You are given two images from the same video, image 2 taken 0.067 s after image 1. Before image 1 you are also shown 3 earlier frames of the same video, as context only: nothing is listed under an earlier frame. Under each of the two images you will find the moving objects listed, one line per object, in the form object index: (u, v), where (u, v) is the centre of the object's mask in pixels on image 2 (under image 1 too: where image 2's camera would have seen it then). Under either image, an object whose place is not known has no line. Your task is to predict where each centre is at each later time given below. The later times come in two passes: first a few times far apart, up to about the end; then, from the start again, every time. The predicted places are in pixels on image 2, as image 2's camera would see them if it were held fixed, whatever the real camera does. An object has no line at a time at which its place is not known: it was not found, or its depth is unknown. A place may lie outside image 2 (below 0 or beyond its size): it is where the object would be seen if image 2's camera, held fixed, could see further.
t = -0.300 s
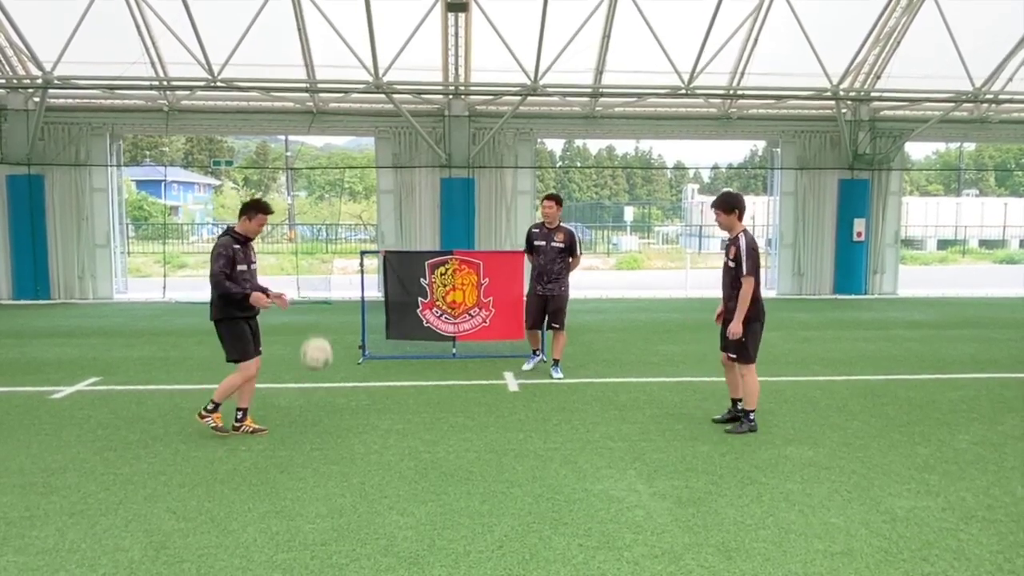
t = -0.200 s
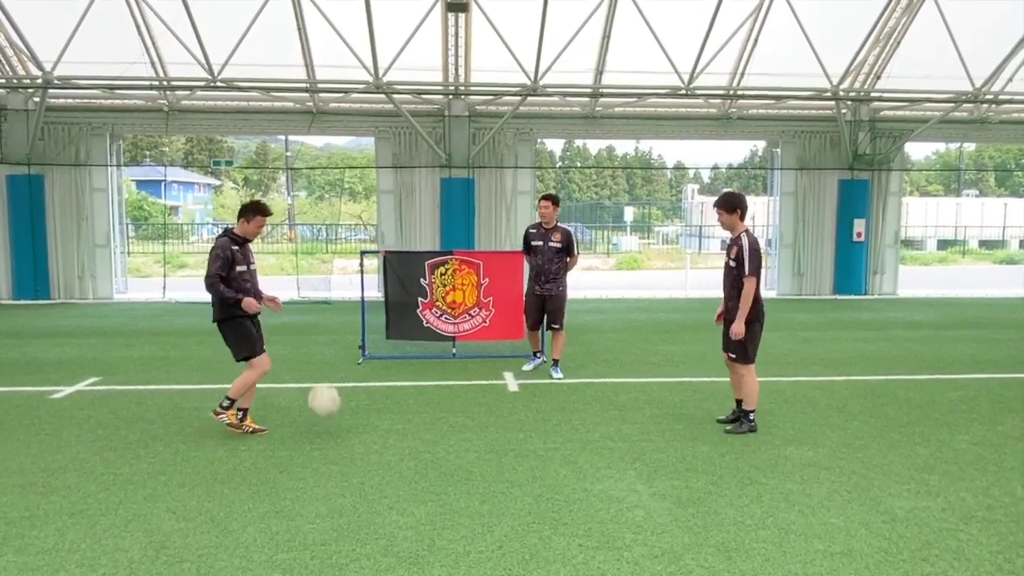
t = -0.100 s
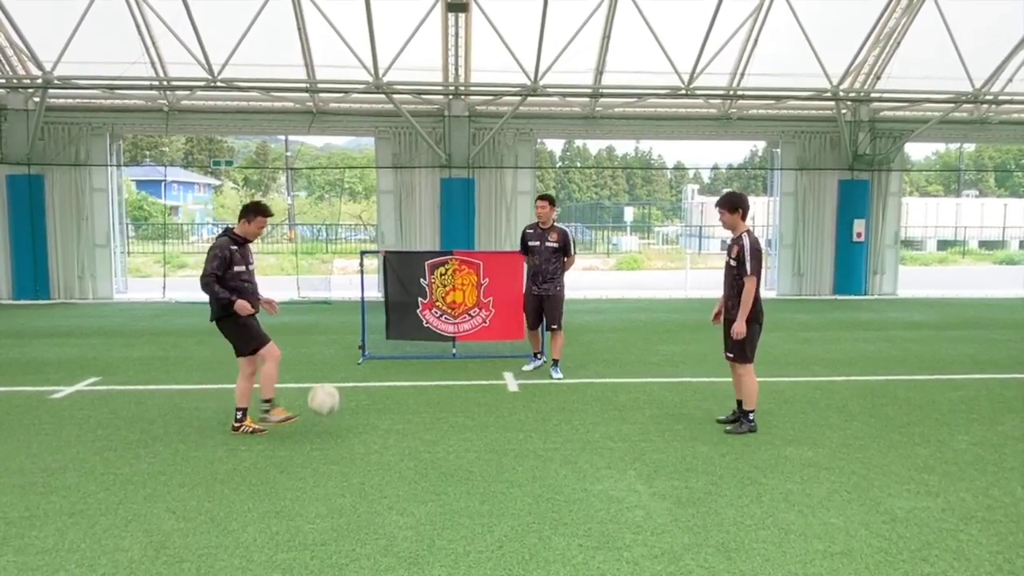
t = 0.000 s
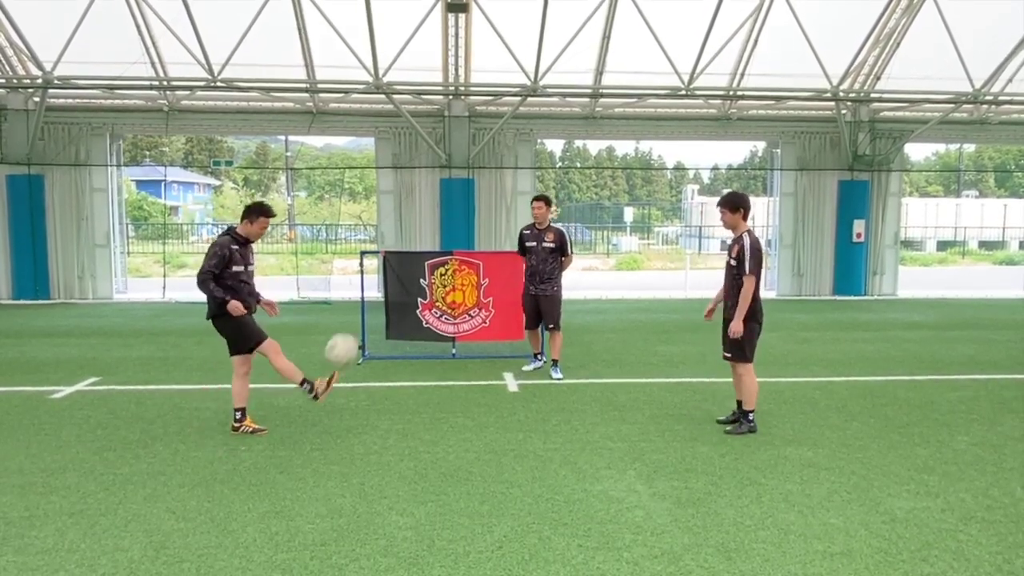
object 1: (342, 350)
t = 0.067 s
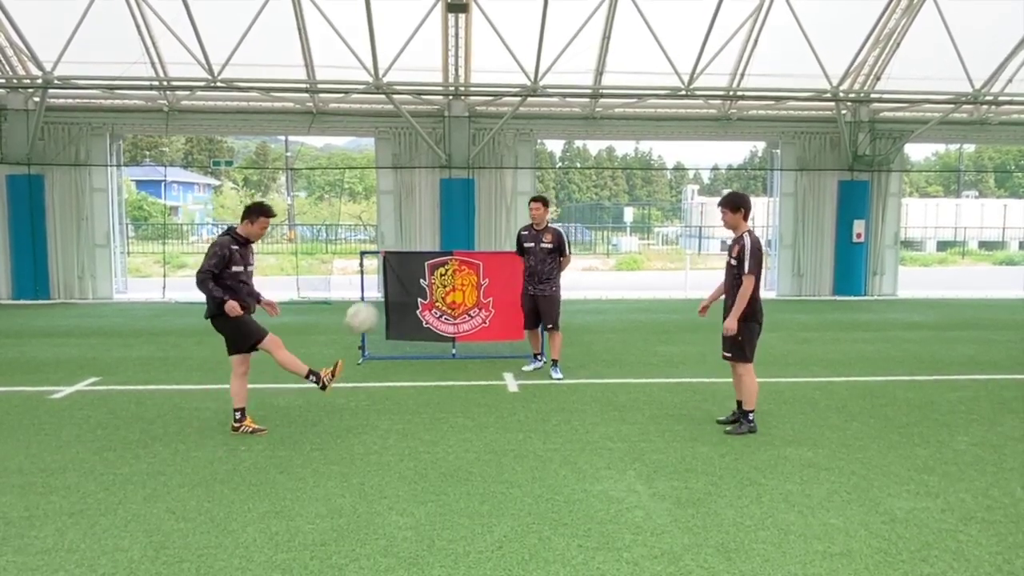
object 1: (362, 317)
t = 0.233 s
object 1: (409, 264)
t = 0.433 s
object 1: (467, 247)
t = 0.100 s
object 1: (371, 305)
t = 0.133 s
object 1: (382, 292)
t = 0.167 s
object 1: (392, 281)
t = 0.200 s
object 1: (400, 271)
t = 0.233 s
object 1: (409, 264)
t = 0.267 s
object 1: (419, 256)
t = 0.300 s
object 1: (428, 252)
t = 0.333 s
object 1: (438, 249)
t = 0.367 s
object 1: (448, 246)
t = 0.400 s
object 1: (457, 246)
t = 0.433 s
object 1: (467, 247)
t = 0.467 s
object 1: (476, 249)
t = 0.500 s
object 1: (486, 253)
